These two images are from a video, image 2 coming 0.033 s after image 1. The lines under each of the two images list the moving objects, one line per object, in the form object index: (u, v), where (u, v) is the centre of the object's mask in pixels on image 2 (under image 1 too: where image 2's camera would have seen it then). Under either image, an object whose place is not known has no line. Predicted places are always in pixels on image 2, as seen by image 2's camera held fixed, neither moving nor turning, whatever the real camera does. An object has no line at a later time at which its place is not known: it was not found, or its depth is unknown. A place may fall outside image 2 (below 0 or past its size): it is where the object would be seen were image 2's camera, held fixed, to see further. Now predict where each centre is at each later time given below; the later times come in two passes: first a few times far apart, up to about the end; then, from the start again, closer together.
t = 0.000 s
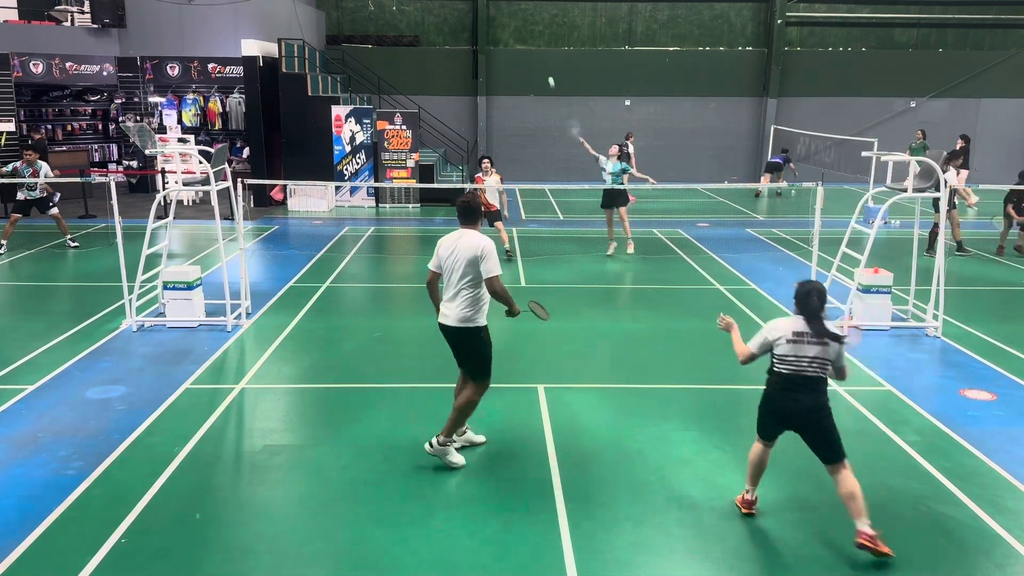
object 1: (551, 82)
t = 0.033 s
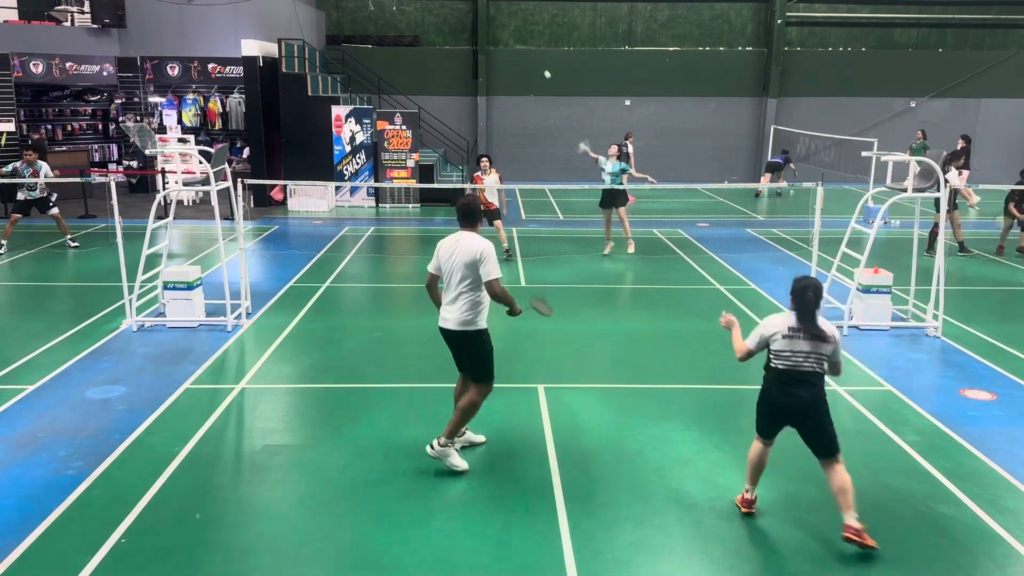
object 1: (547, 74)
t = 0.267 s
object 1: (522, 45)
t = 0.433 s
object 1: (499, 51)
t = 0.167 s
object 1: (530, 51)
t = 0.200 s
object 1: (526, 47)
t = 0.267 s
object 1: (522, 45)
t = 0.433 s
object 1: (499, 51)
